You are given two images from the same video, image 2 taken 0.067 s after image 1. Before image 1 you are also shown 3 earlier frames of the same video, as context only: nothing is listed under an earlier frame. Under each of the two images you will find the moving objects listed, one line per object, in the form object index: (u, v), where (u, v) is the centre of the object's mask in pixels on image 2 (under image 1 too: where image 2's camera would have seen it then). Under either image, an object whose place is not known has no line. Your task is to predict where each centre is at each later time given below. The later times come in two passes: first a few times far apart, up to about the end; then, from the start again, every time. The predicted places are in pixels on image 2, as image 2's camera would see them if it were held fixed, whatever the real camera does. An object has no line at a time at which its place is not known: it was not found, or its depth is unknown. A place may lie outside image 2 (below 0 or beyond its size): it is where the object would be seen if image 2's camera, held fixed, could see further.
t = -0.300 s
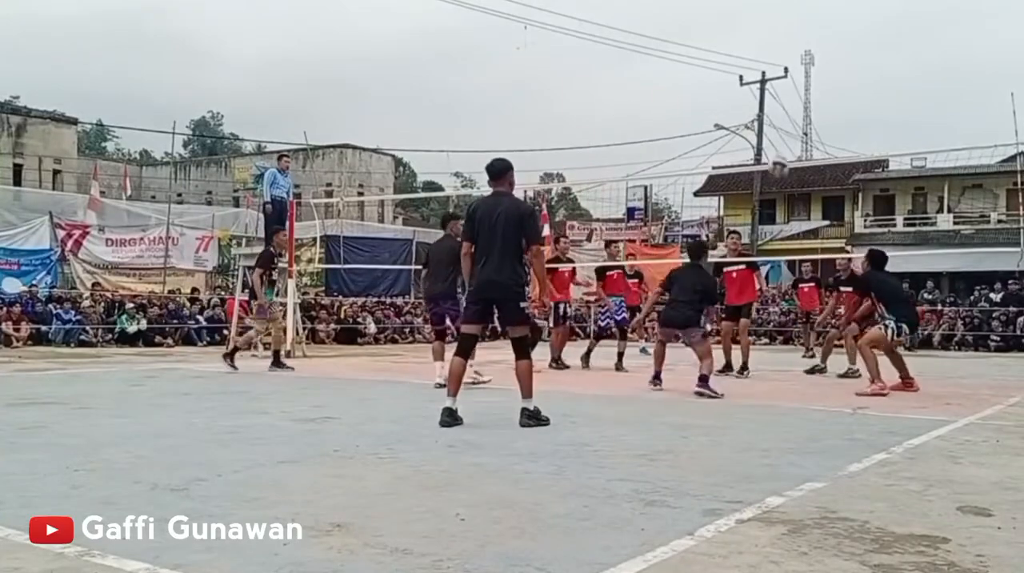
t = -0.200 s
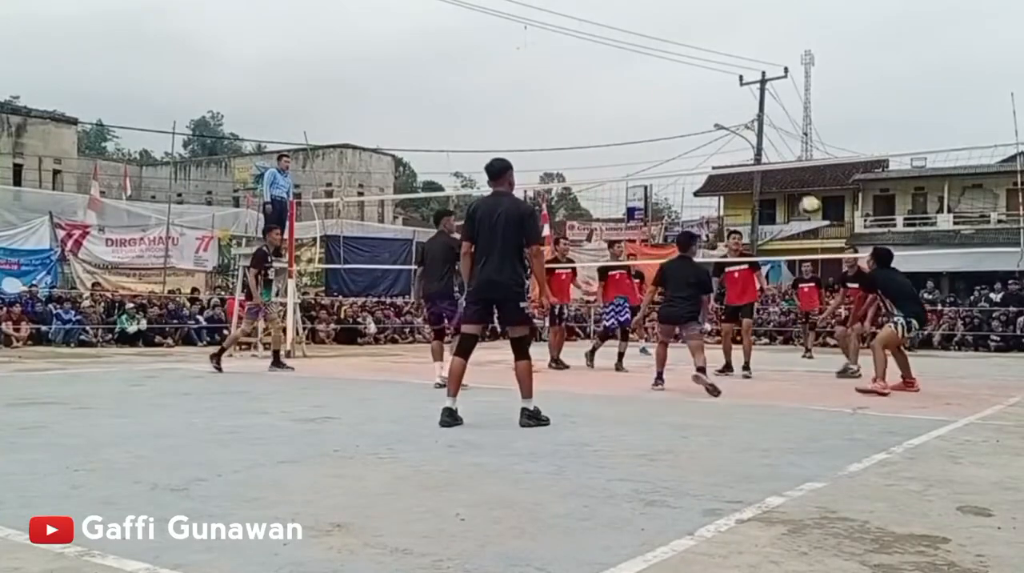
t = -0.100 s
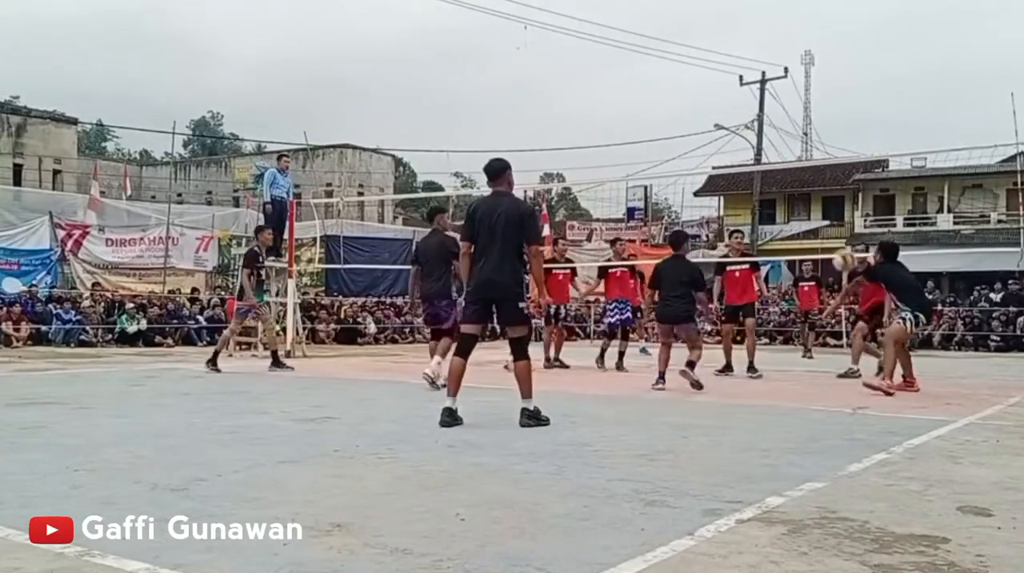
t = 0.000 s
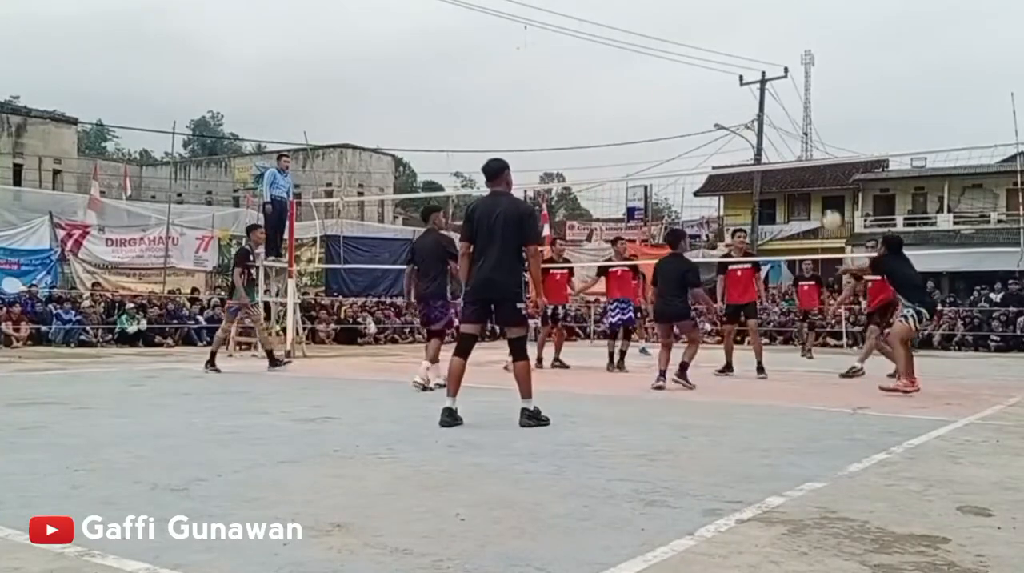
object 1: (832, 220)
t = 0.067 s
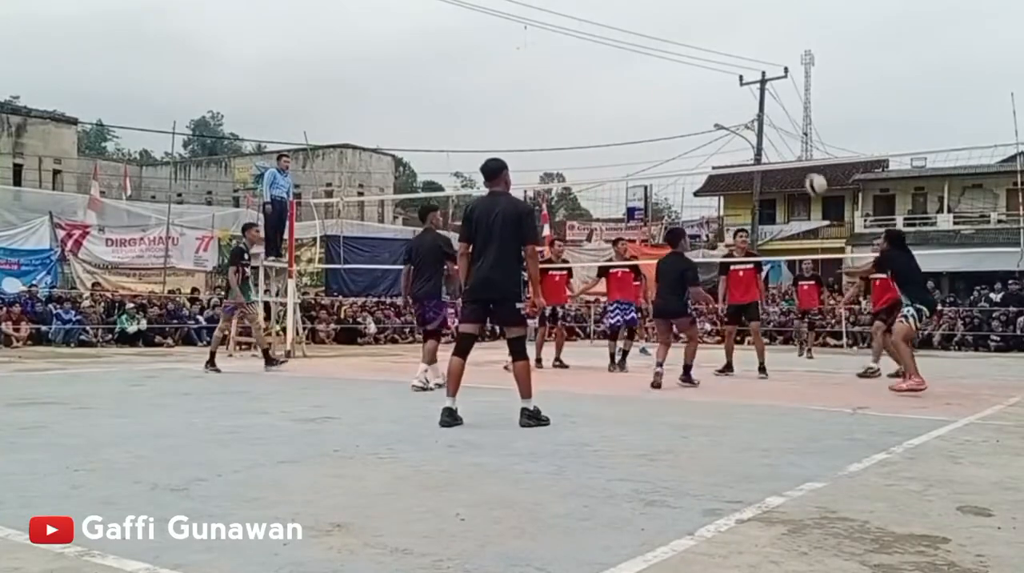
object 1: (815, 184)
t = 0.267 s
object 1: (768, 105)
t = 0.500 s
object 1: (713, 61)
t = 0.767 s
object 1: (656, 74)
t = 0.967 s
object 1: (615, 124)
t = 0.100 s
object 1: (807, 169)
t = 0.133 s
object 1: (798, 153)
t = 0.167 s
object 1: (791, 139)
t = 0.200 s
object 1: (783, 126)
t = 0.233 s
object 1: (776, 114)
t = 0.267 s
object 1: (768, 105)
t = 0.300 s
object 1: (760, 95)
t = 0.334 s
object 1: (752, 87)
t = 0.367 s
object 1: (744, 79)
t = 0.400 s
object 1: (736, 73)
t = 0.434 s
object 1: (729, 68)
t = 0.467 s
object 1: (721, 63)
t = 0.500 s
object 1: (713, 61)
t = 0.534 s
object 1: (706, 59)
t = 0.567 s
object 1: (699, 59)
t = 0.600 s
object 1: (692, 58)
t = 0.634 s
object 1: (684, 60)
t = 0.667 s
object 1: (677, 62)
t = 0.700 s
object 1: (670, 65)
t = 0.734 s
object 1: (663, 70)
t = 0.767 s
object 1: (656, 74)
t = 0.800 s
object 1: (649, 81)
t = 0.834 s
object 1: (642, 87)
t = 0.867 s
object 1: (635, 95)
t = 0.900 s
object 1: (628, 104)
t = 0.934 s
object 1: (622, 114)
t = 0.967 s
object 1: (615, 124)
